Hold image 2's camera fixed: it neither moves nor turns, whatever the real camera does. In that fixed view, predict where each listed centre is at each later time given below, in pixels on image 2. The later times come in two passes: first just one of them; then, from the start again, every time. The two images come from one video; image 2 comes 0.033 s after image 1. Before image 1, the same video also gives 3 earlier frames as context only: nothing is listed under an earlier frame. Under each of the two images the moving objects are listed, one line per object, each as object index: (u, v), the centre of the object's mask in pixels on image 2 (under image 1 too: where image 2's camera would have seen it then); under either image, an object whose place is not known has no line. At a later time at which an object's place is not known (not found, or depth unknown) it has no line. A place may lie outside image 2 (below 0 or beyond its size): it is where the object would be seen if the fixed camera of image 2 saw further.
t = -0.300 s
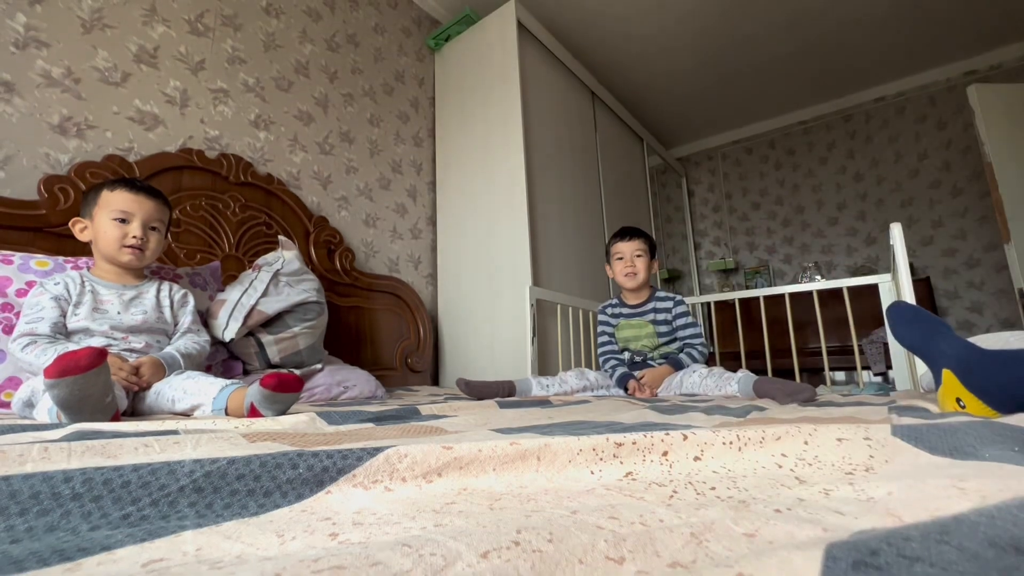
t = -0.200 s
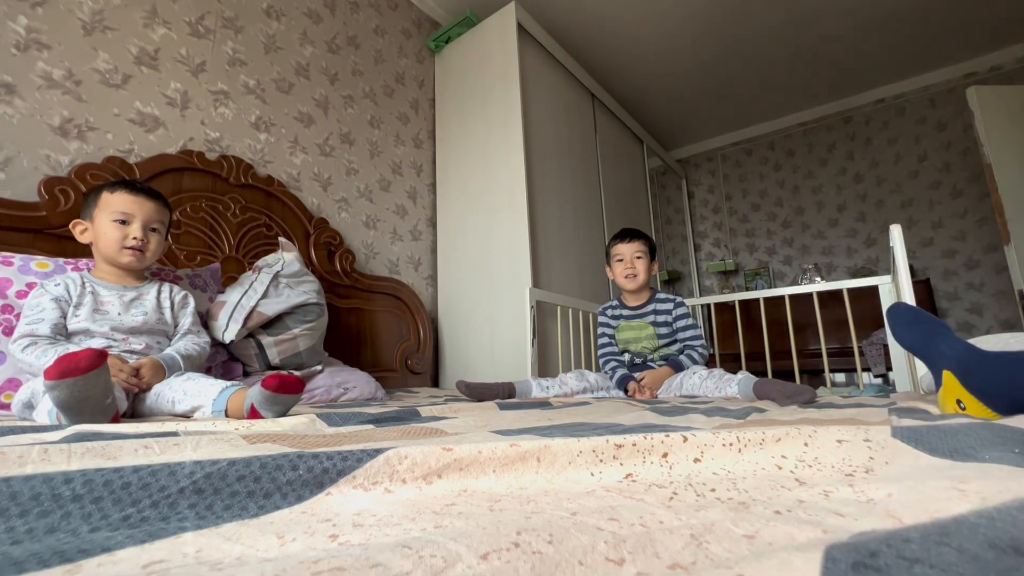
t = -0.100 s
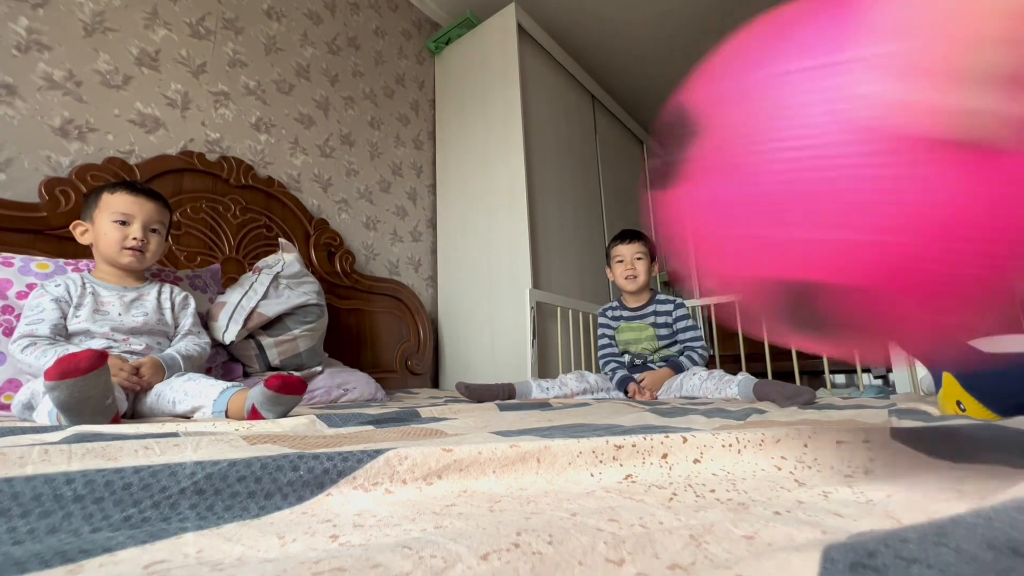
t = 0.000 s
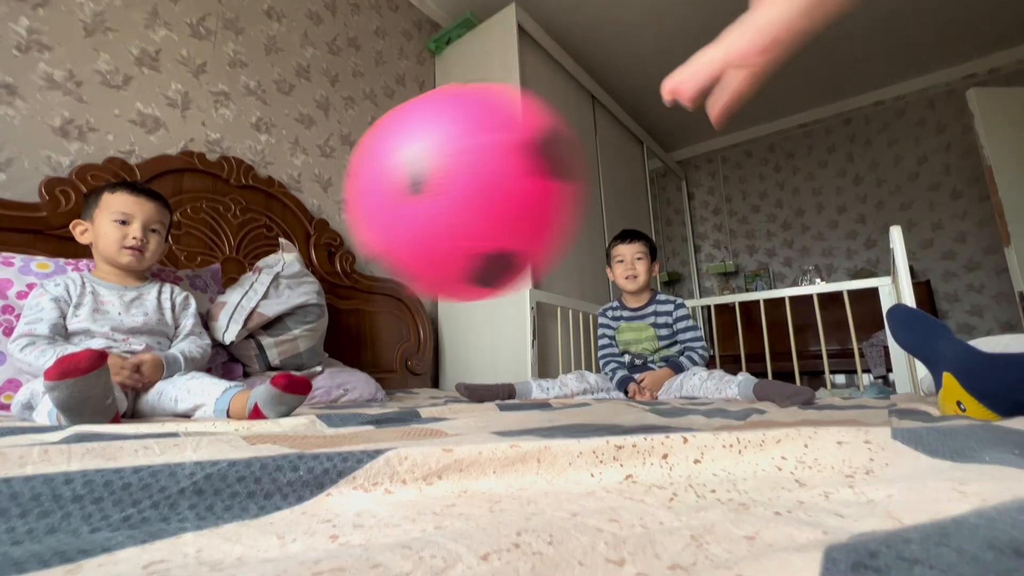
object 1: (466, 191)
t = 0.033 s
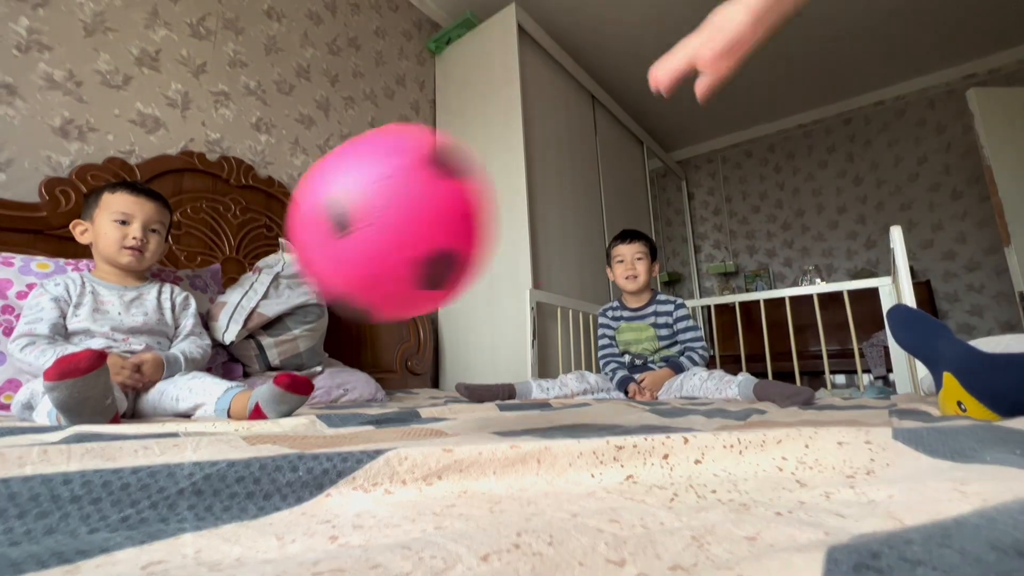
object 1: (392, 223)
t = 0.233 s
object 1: (185, 356)
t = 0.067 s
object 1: (337, 258)
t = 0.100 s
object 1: (288, 302)
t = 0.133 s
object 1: (251, 347)
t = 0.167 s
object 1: (216, 382)
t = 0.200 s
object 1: (200, 367)
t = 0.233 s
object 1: (185, 356)
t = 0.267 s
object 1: (170, 354)
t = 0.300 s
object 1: (155, 361)
